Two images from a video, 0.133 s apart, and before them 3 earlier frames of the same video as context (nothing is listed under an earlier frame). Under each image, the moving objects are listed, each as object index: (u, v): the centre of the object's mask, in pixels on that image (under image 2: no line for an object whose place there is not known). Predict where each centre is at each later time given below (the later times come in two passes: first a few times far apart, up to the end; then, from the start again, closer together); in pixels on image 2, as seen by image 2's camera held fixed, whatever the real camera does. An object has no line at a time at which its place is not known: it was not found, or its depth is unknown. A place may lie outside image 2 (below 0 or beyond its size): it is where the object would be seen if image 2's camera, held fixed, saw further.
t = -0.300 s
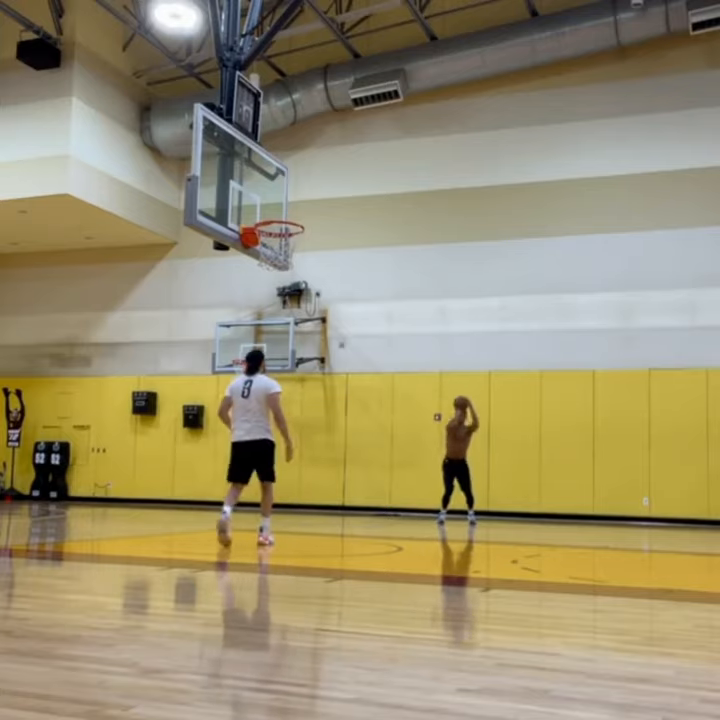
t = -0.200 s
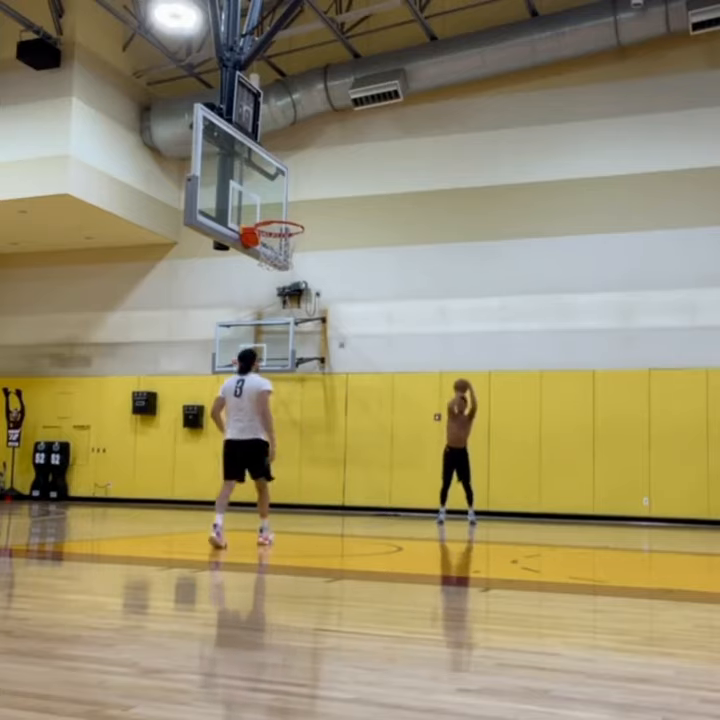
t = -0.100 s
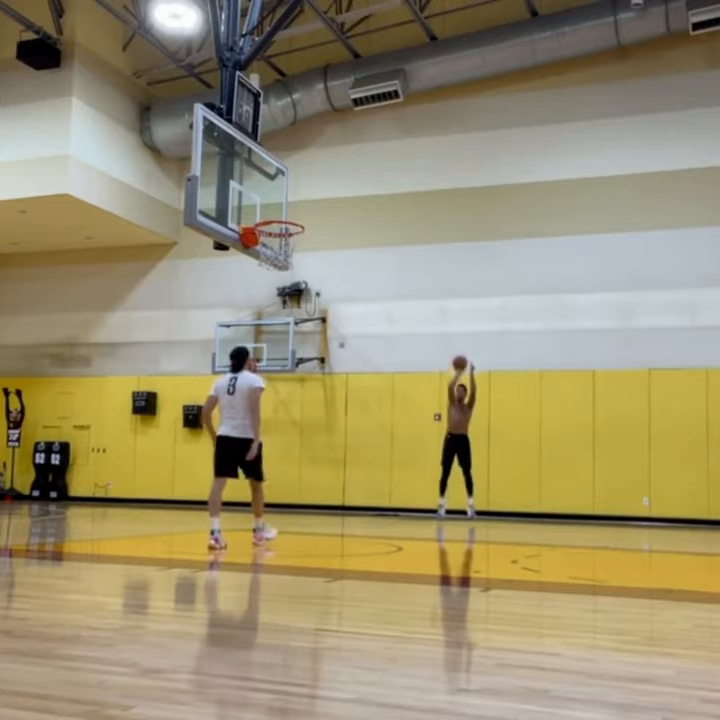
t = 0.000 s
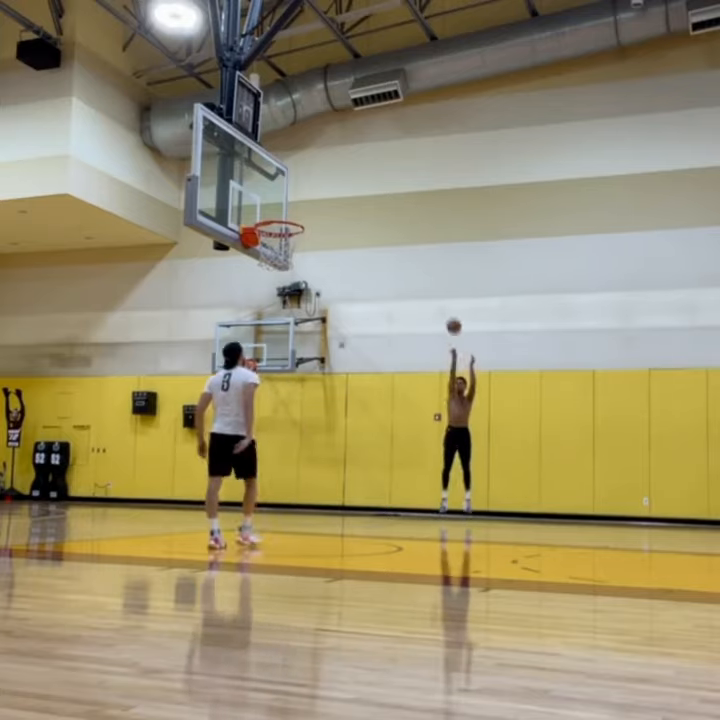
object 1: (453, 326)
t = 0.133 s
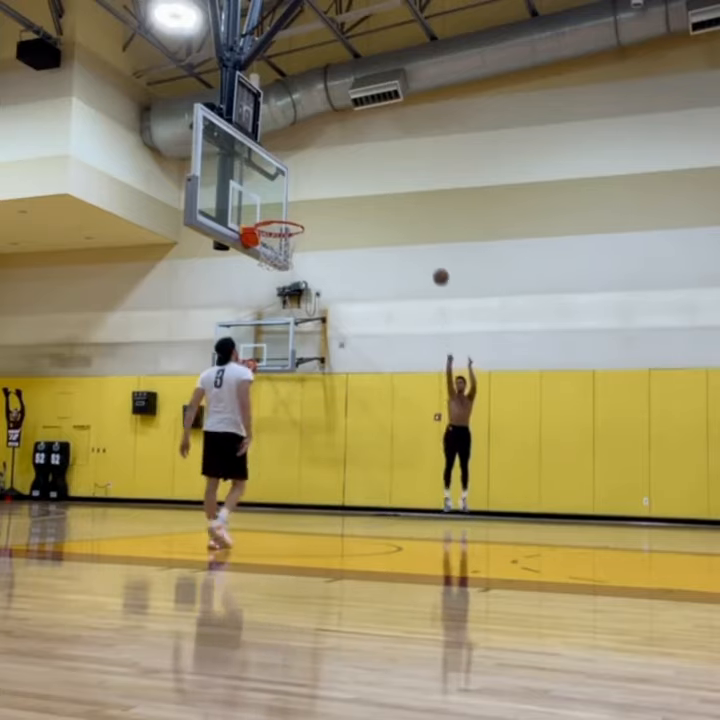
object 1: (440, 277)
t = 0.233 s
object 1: (430, 244)
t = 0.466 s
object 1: (401, 186)
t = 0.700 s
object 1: (366, 157)
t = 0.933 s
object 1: (320, 168)
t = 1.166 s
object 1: (269, 234)
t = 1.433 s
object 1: (334, 313)
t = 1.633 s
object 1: (376, 410)
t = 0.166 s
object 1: (437, 265)
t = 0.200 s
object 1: (434, 254)
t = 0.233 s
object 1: (430, 244)
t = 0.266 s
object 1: (426, 234)
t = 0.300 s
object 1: (422, 225)
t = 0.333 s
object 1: (418, 216)
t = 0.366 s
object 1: (414, 208)
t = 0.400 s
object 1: (410, 200)
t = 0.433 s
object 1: (406, 192)
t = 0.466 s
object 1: (401, 186)
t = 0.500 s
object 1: (397, 180)
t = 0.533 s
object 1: (392, 174)
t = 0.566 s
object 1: (387, 169)
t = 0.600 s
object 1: (382, 165)
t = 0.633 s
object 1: (377, 161)
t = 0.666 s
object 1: (371, 159)
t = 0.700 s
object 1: (366, 157)
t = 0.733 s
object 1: (360, 156)
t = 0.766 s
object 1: (354, 155)
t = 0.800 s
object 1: (348, 156)
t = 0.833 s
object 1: (341, 157)
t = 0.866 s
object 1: (334, 159)
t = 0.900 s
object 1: (327, 163)
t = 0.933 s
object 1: (320, 168)
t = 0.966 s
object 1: (312, 173)
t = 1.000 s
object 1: (304, 181)
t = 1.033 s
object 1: (296, 189)
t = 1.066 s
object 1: (288, 199)
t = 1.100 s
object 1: (279, 209)
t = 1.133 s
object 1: (268, 223)
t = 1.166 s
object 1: (269, 234)
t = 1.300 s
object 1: (305, 269)
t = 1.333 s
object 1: (312, 278)
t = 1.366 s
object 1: (320, 289)
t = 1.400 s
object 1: (327, 300)
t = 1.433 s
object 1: (334, 313)
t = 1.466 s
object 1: (341, 326)
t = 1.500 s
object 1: (348, 341)
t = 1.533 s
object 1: (356, 357)
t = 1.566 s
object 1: (363, 374)
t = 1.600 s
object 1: (370, 391)
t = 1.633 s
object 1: (376, 410)
